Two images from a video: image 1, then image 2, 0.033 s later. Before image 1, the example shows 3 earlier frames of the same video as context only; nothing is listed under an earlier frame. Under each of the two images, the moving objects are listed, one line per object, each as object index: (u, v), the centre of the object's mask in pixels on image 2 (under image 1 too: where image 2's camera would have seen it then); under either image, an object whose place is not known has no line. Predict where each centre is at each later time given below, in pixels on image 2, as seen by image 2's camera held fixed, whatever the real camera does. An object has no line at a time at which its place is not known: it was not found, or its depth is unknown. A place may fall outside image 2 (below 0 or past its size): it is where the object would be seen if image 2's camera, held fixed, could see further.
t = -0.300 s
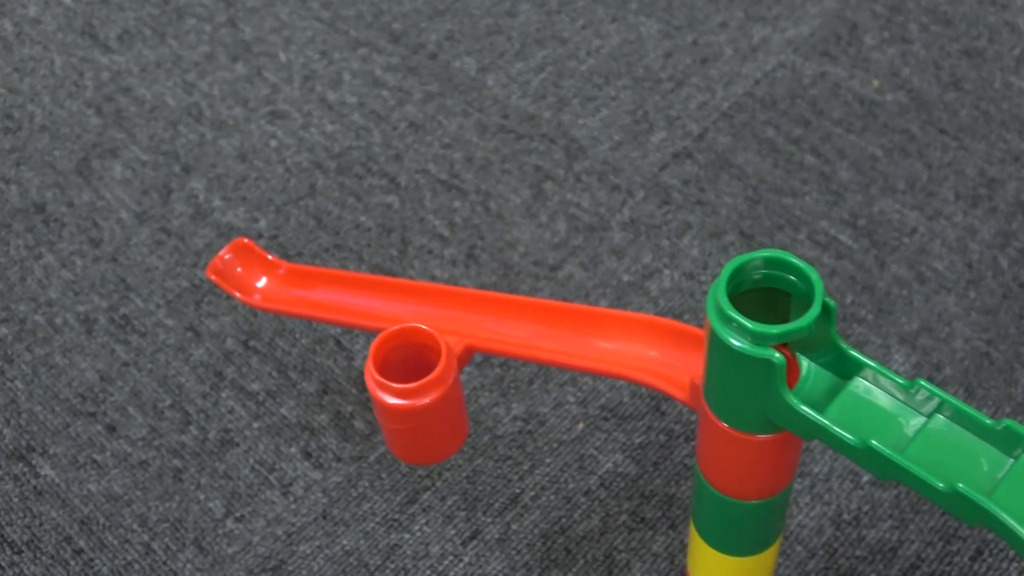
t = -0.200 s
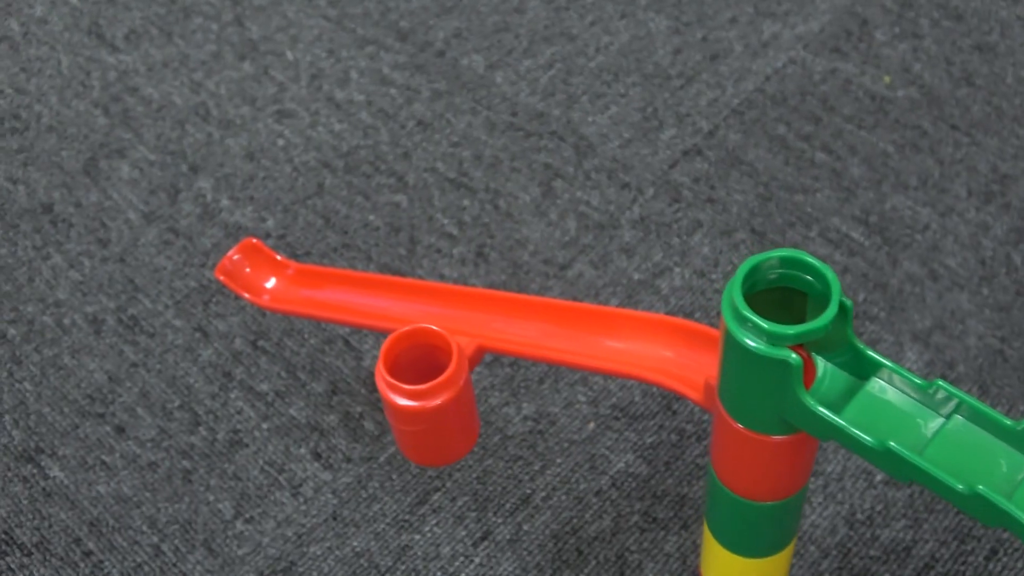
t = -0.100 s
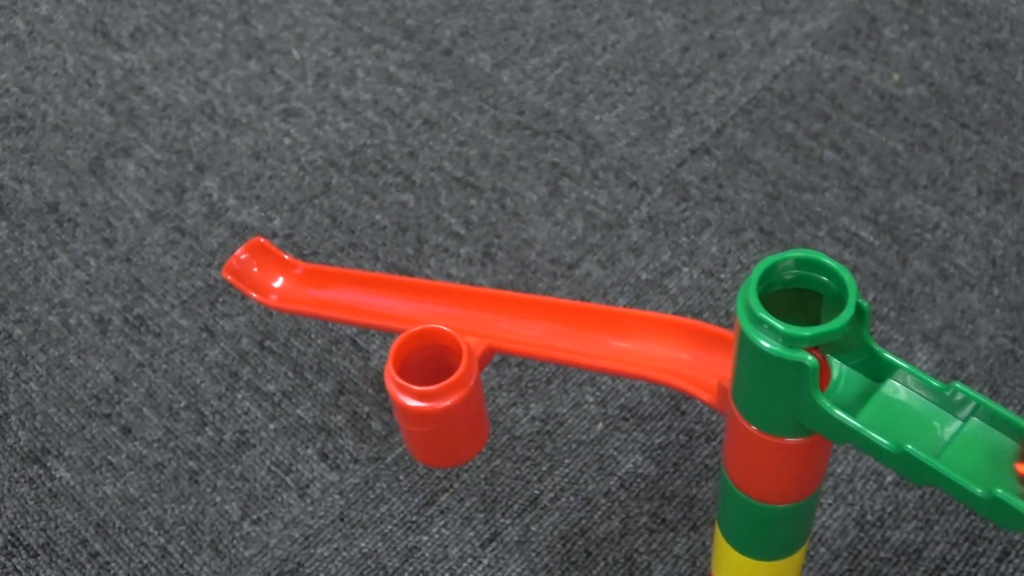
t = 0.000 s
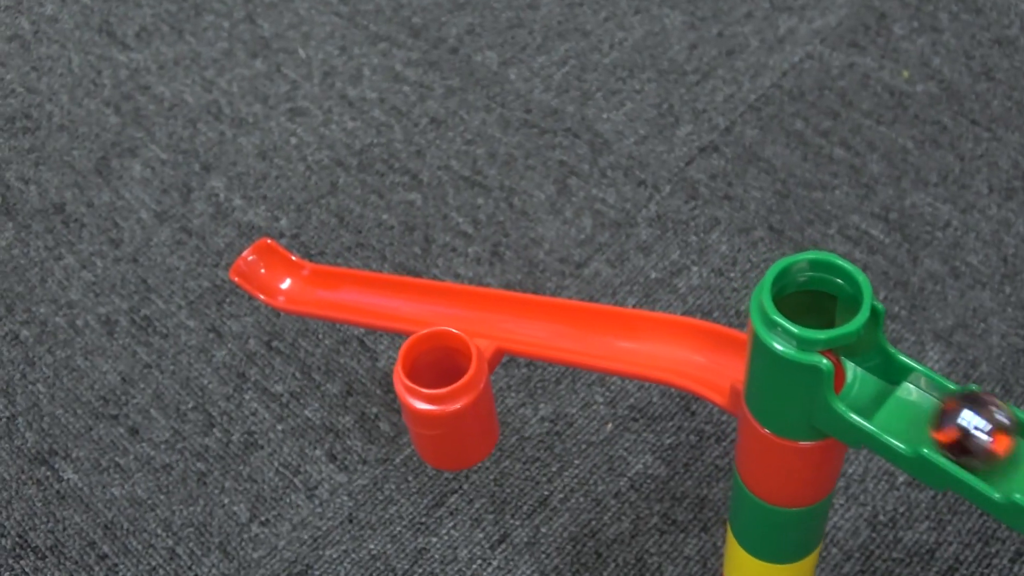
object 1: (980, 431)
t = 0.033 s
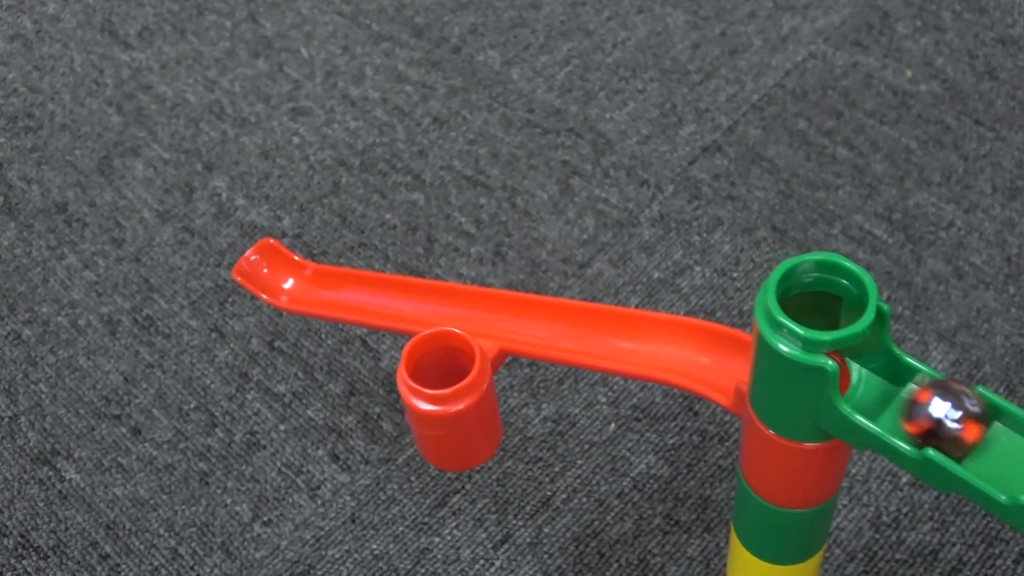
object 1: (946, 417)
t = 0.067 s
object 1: (911, 397)
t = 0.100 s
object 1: (876, 379)
